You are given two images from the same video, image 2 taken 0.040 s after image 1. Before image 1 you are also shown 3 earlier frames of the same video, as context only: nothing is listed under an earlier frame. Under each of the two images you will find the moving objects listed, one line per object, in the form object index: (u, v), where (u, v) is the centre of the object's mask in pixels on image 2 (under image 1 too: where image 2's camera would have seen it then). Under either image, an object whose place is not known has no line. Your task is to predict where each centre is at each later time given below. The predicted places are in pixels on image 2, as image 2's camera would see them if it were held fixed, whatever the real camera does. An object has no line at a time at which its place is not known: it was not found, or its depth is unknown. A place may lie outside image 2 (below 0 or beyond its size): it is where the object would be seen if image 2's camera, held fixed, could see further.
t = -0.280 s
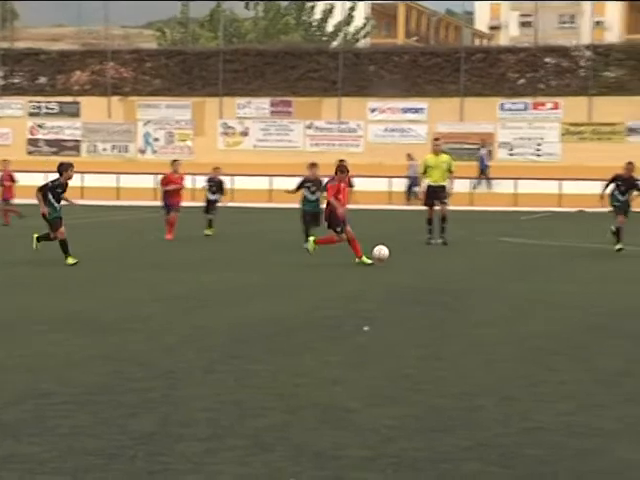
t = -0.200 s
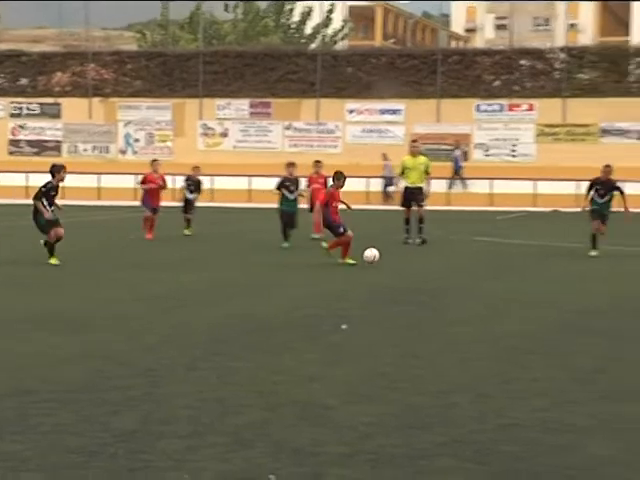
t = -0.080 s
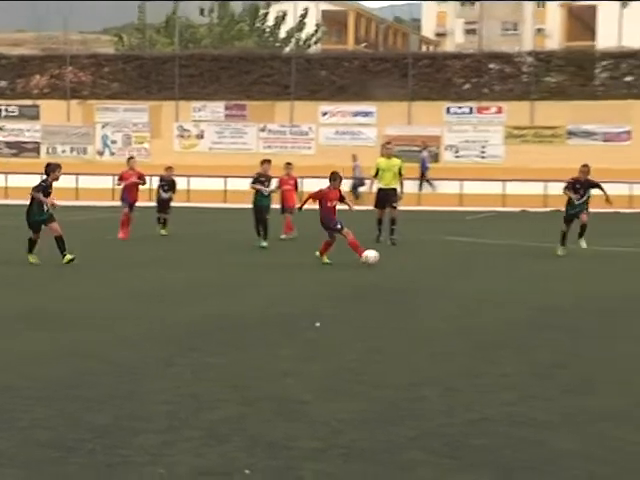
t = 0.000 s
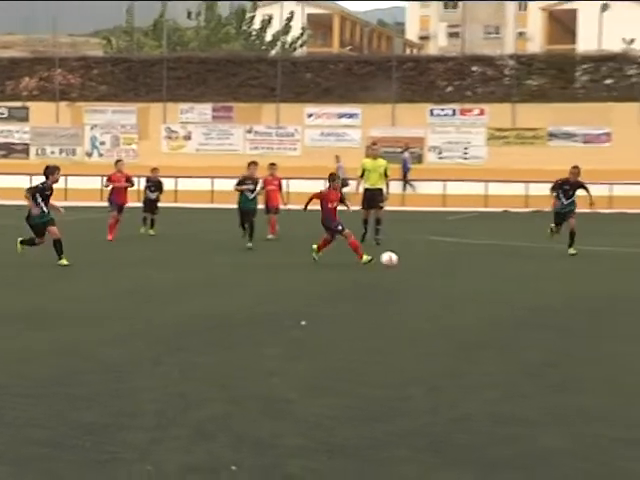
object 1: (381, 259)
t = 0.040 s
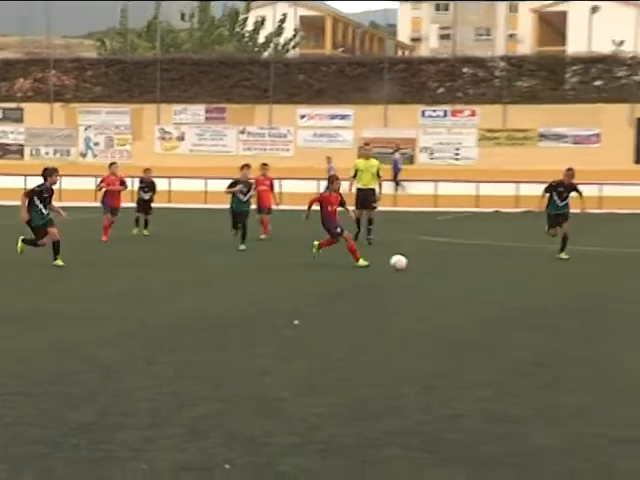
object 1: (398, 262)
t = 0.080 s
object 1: (414, 262)
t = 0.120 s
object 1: (430, 262)
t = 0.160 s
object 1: (445, 264)
